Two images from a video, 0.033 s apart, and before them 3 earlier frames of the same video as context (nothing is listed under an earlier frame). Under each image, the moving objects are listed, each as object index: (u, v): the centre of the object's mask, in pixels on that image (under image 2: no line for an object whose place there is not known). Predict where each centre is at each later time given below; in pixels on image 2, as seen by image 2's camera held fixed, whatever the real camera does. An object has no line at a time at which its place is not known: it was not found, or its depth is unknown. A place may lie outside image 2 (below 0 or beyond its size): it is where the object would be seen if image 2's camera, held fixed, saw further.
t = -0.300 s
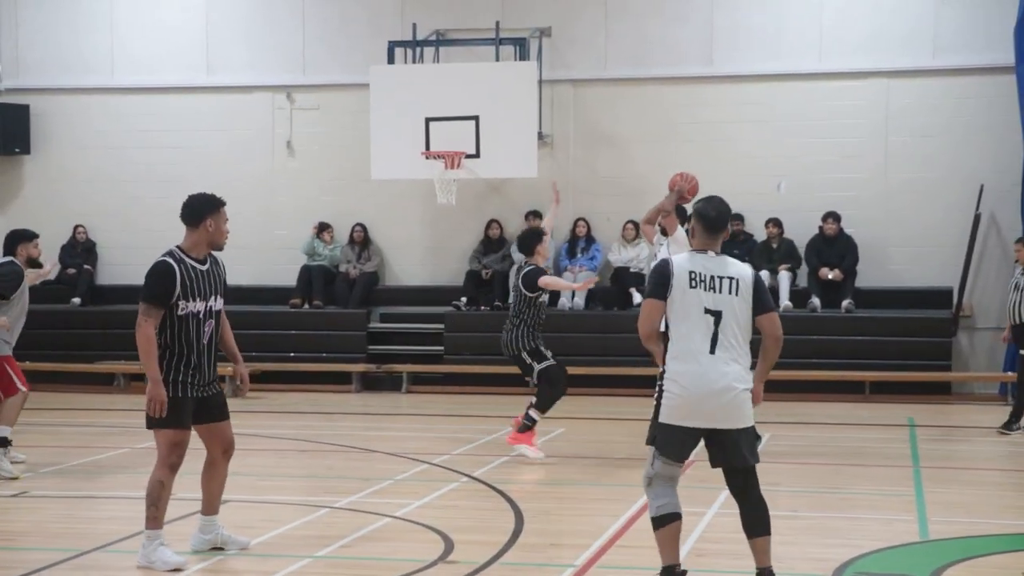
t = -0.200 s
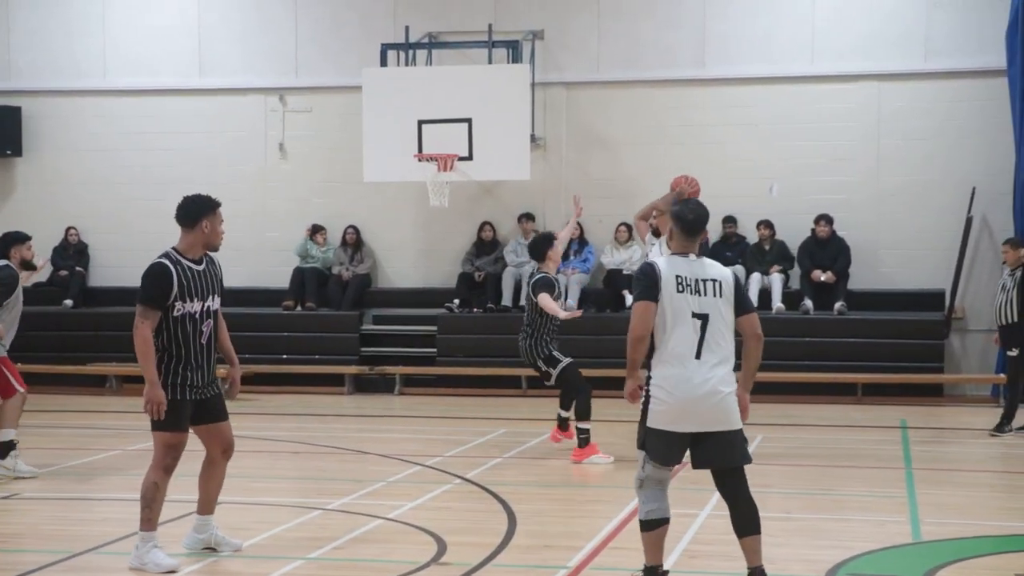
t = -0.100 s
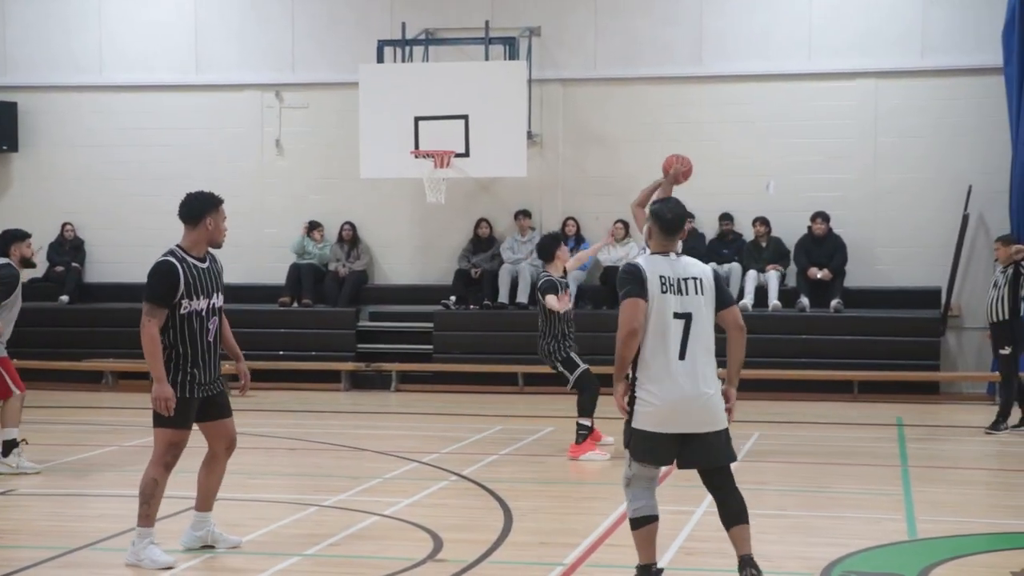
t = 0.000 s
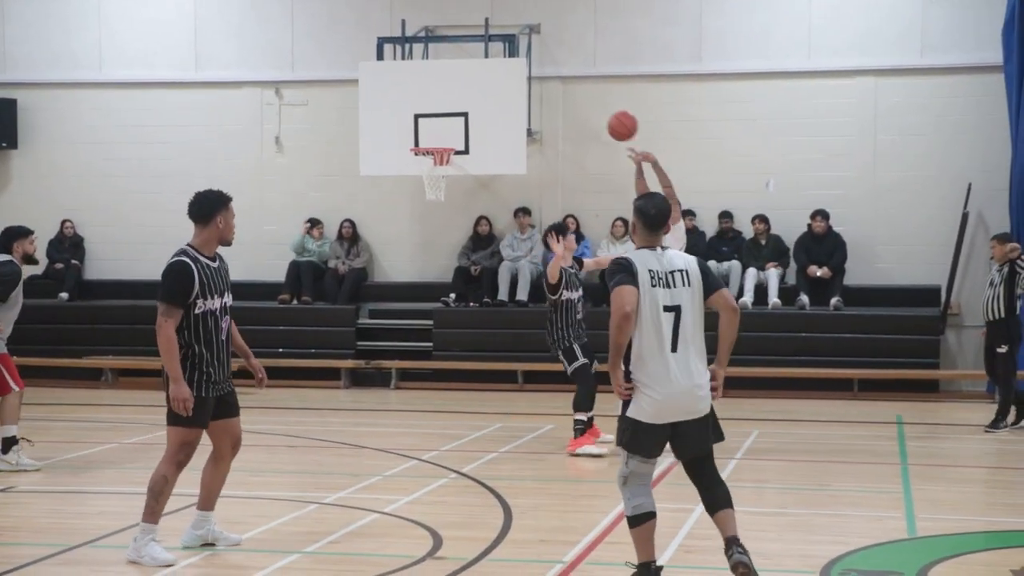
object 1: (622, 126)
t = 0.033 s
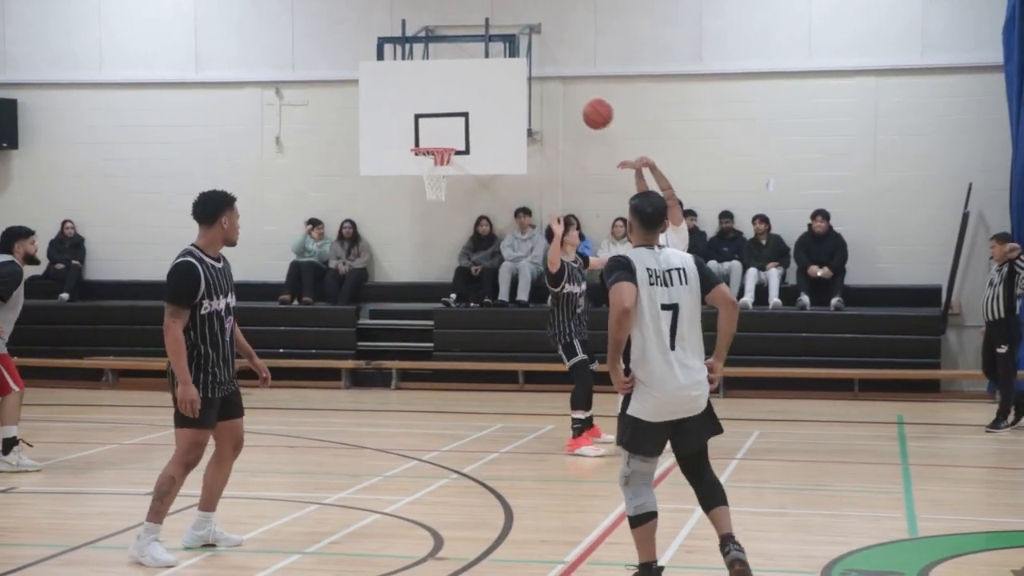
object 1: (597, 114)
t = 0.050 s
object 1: (584, 108)
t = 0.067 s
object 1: (572, 103)
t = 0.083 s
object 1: (559, 98)
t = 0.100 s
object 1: (546, 94)
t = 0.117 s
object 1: (533, 90)
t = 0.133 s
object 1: (519, 86)
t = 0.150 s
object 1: (507, 82)
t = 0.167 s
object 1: (494, 79)
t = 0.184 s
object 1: (481, 76)
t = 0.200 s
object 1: (468, 74)
